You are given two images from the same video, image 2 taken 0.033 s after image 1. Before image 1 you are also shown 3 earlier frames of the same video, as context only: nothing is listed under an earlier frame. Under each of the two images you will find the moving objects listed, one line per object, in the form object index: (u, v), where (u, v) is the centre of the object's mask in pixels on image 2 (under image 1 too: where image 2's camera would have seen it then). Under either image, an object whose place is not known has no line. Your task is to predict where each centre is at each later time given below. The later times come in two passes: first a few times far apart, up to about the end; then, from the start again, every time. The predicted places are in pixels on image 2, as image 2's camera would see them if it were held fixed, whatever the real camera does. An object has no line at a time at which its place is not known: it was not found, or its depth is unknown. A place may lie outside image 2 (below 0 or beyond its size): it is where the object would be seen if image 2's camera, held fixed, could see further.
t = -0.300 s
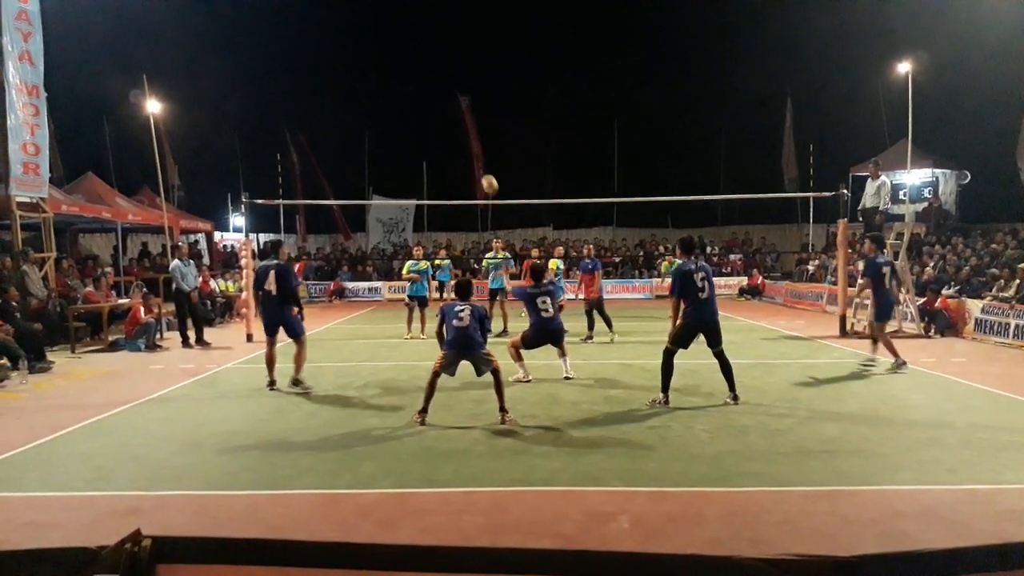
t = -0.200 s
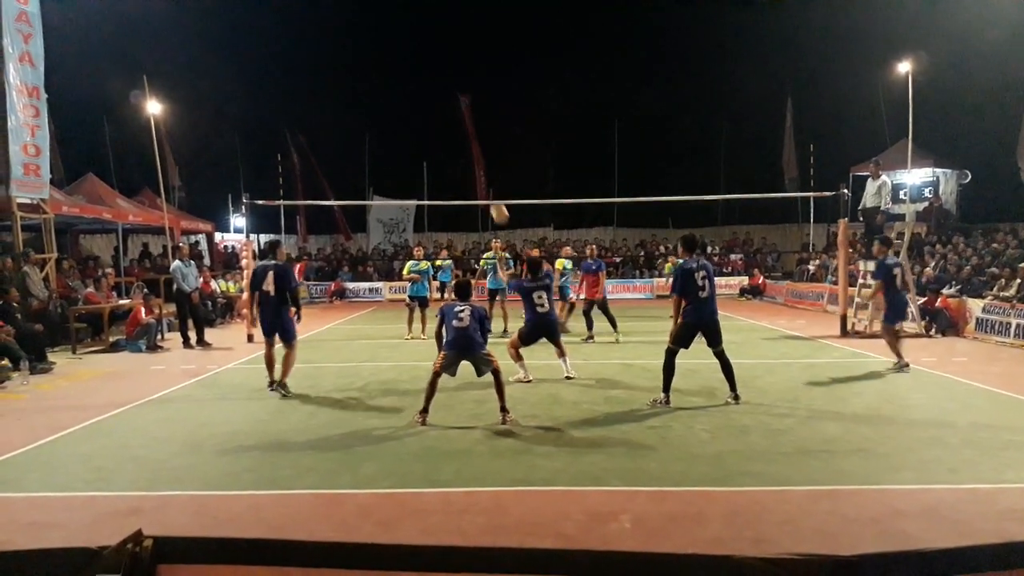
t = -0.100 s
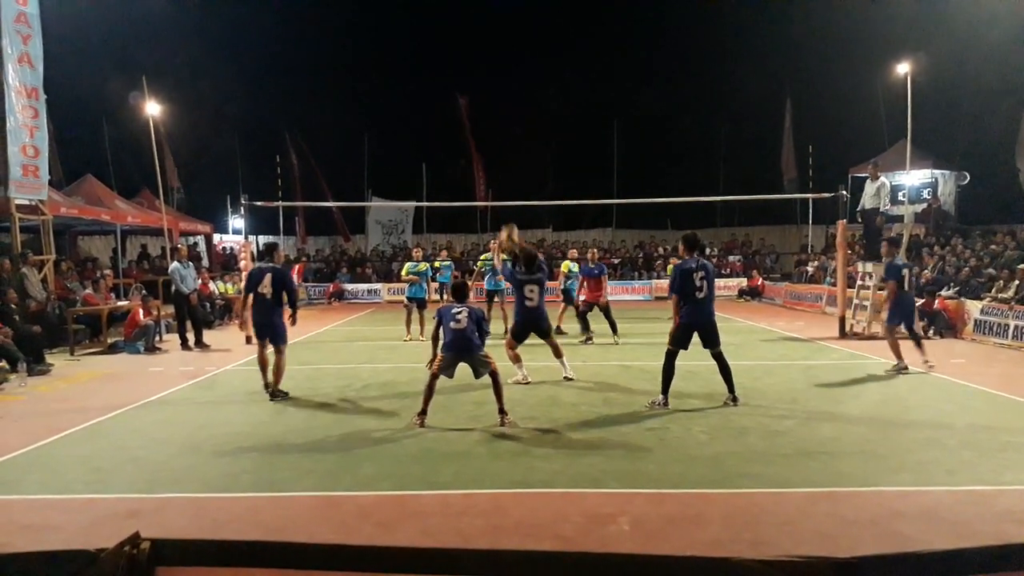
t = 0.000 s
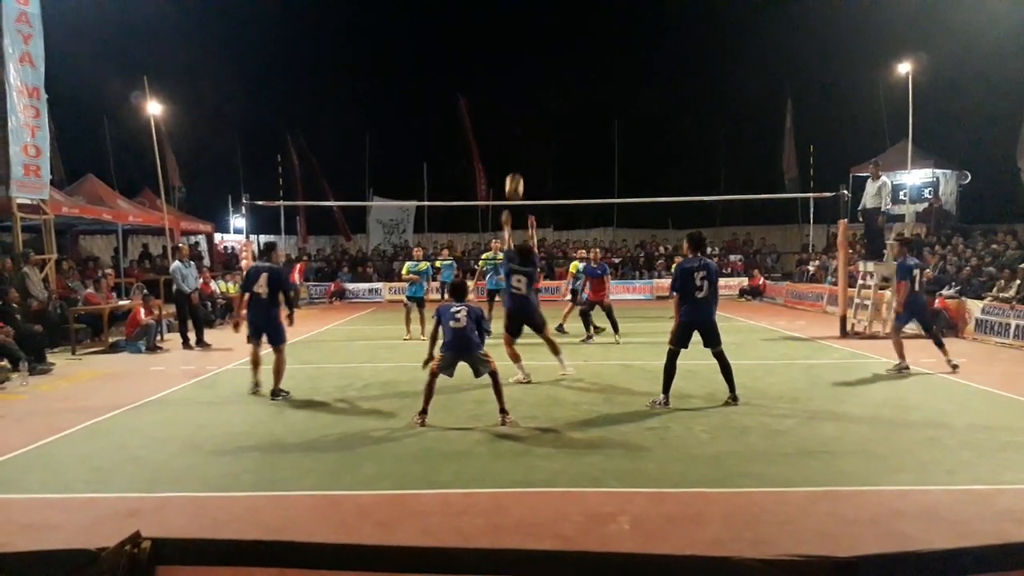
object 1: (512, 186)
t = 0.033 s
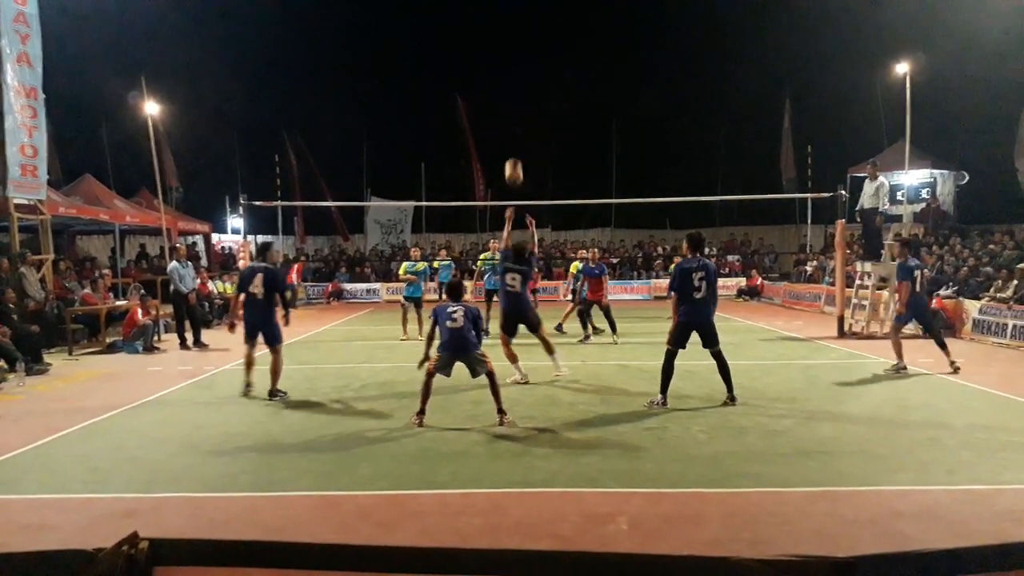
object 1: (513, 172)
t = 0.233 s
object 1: (523, 100)
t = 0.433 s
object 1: (533, 61)
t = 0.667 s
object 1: (544, 59)
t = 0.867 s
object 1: (553, 89)
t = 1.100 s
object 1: (563, 162)
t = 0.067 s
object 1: (514, 157)
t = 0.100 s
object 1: (516, 144)
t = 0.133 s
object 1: (518, 131)
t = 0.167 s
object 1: (520, 120)
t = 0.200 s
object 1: (521, 110)
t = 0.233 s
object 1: (523, 100)
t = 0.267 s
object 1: (525, 91)
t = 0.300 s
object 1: (526, 84)
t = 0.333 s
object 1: (528, 77)
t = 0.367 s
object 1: (529, 71)
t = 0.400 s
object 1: (531, 66)
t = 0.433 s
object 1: (533, 61)
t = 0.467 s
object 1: (534, 59)
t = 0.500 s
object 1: (536, 57)
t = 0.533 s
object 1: (537, 55)
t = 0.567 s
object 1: (539, 55)
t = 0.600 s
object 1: (540, 56)
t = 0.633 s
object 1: (542, 57)
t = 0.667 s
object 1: (544, 59)
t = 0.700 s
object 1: (545, 62)
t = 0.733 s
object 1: (547, 66)
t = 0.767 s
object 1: (548, 70)
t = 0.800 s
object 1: (550, 76)
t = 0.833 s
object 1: (552, 83)
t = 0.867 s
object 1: (553, 89)
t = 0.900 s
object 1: (554, 98)
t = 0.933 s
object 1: (556, 107)
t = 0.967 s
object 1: (557, 116)
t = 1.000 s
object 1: (559, 127)
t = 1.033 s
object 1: (560, 137)
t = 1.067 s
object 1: (561, 150)
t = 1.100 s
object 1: (563, 162)
